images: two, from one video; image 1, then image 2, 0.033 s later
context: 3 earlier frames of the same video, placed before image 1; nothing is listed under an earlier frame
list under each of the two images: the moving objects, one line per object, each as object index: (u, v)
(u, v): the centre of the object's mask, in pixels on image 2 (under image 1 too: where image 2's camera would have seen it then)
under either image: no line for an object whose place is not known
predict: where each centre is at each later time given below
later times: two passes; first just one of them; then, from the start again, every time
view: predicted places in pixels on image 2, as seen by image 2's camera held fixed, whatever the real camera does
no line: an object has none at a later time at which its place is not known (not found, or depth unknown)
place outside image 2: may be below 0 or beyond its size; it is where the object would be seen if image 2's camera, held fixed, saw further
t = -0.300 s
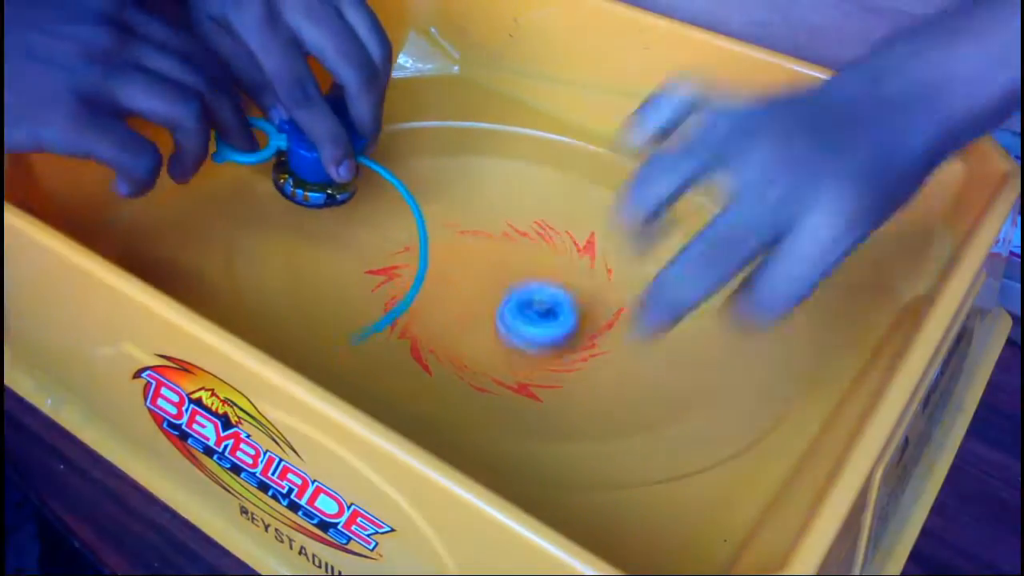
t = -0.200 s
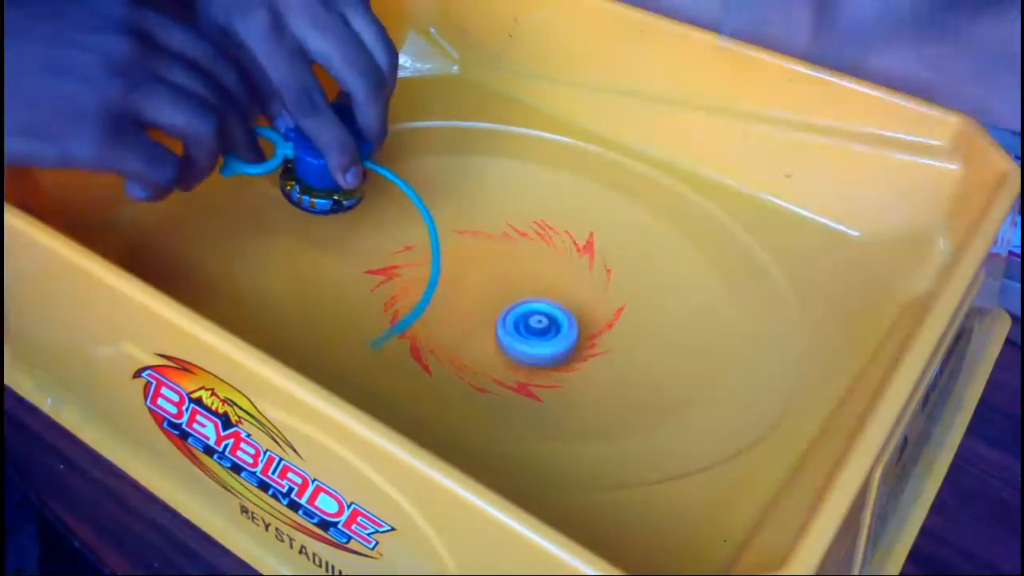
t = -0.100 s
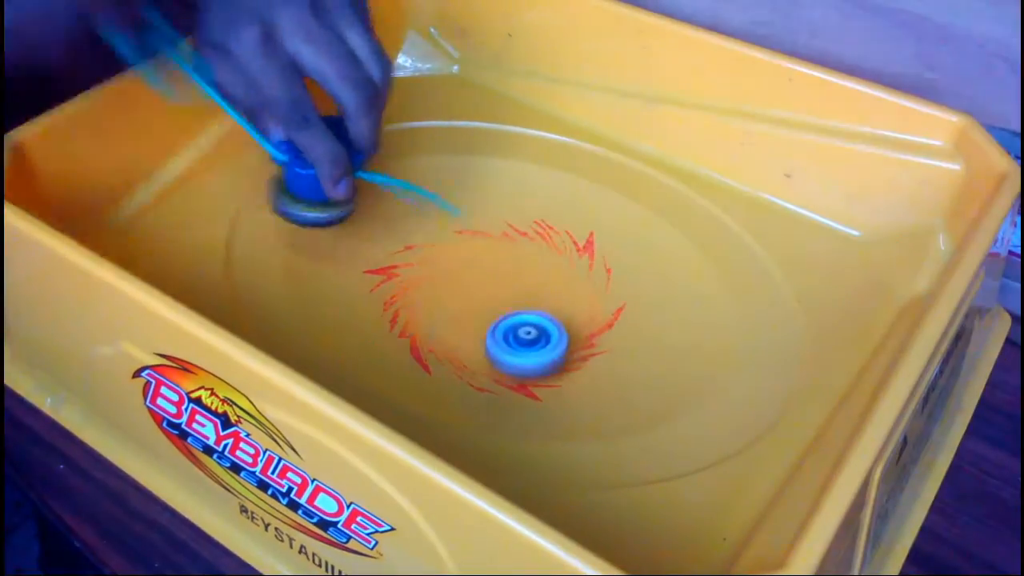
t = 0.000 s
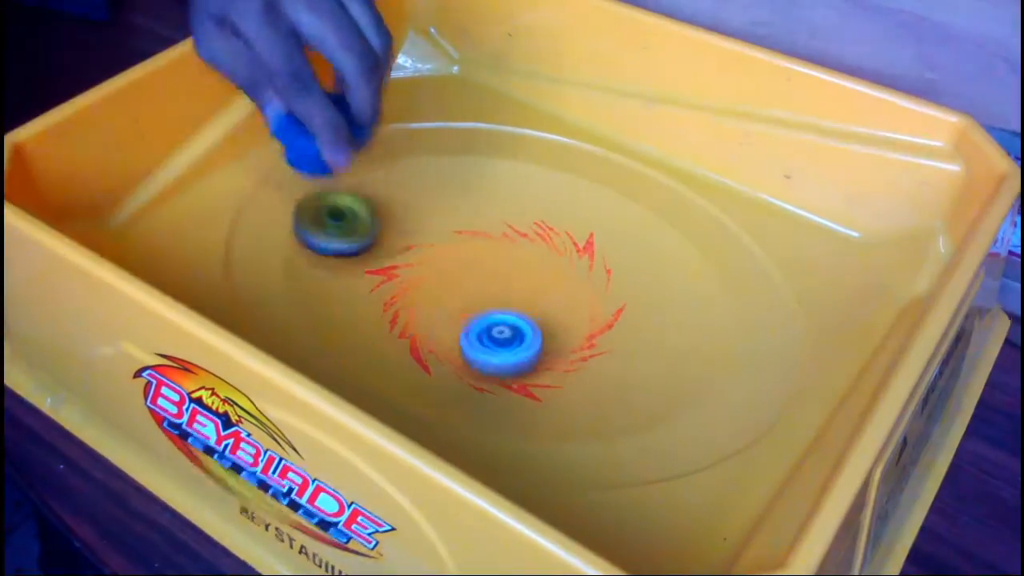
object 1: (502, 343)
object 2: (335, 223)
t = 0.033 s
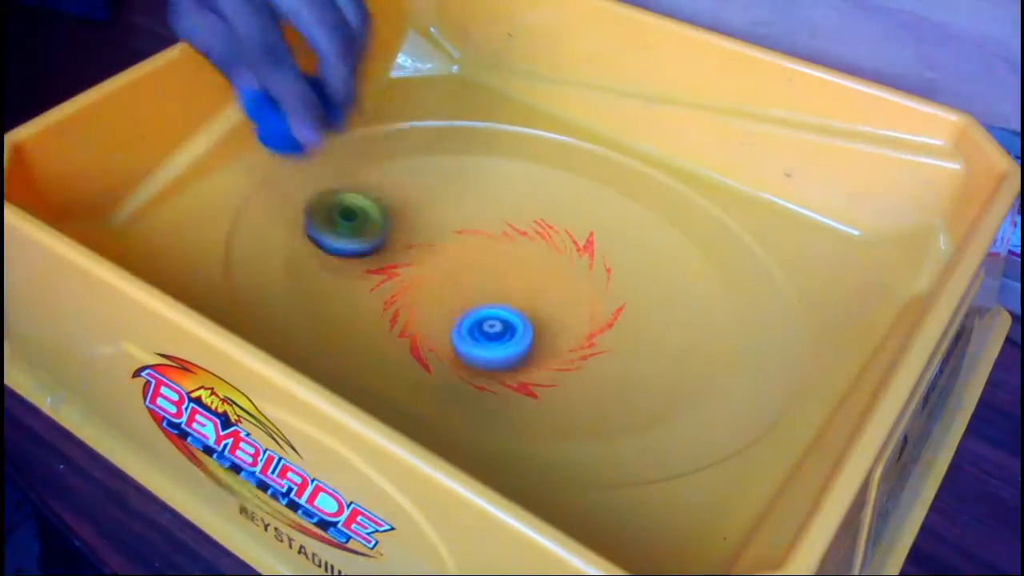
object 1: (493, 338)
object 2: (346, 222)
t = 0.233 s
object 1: (504, 308)
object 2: (422, 257)
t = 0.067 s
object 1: (488, 333)
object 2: (360, 238)
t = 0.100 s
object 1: (488, 327)
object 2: (373, 249)
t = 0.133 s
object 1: (491, 322)
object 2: (385, 255)
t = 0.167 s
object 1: (495, 318)
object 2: (397, 259)
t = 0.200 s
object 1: (499, 313)
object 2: (409, 259)
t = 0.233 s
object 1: (504, 308)
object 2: (422, 257)
